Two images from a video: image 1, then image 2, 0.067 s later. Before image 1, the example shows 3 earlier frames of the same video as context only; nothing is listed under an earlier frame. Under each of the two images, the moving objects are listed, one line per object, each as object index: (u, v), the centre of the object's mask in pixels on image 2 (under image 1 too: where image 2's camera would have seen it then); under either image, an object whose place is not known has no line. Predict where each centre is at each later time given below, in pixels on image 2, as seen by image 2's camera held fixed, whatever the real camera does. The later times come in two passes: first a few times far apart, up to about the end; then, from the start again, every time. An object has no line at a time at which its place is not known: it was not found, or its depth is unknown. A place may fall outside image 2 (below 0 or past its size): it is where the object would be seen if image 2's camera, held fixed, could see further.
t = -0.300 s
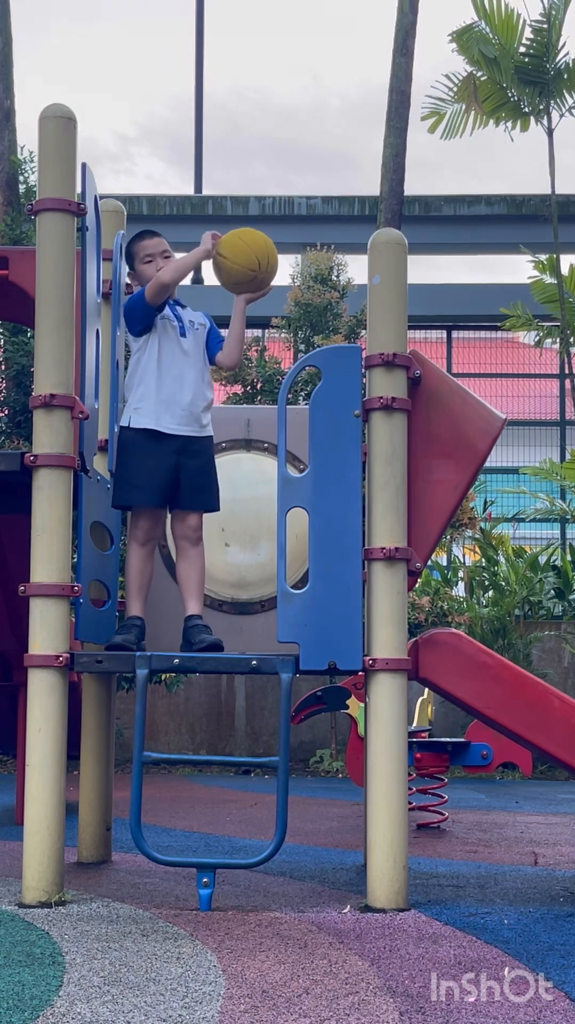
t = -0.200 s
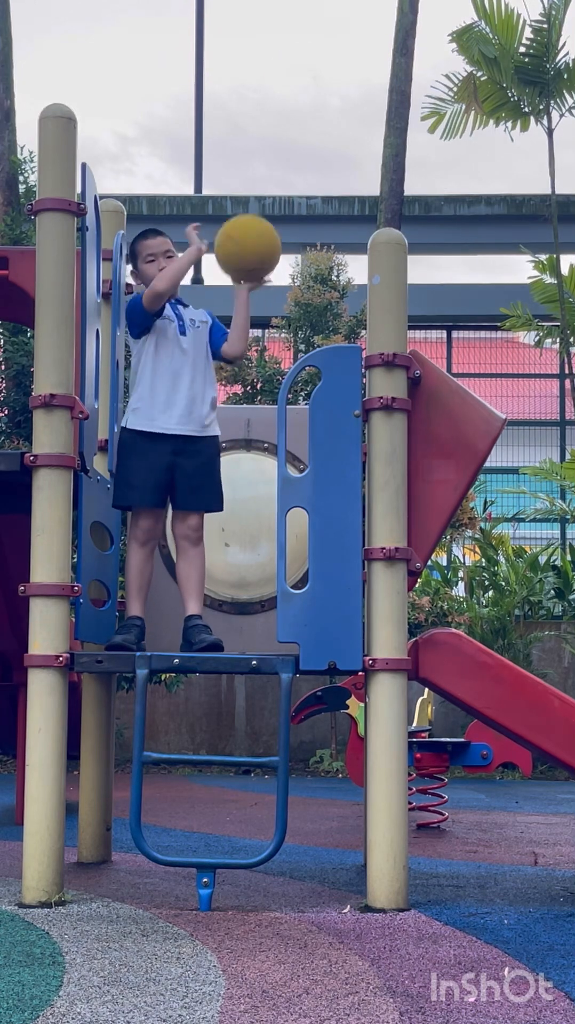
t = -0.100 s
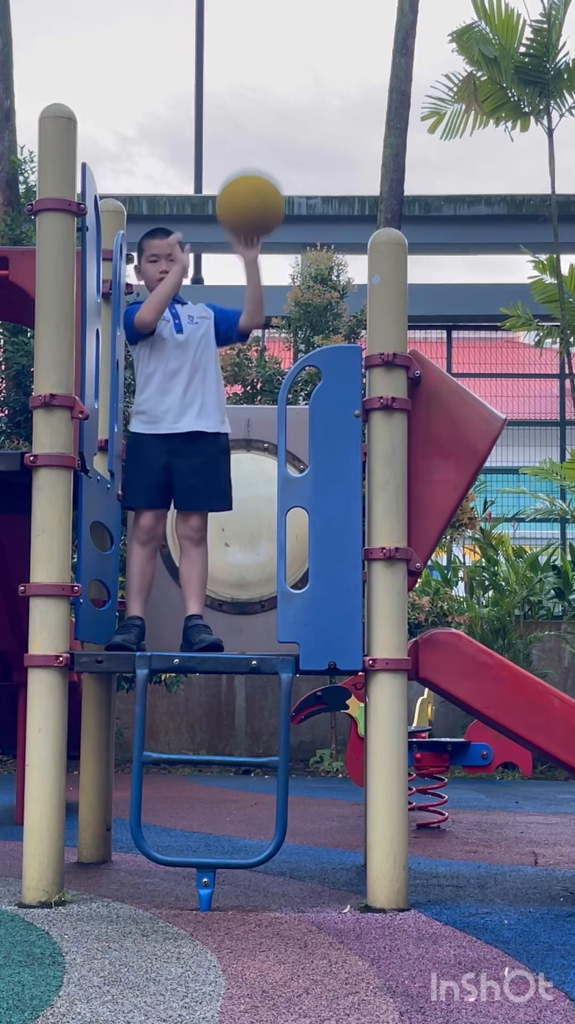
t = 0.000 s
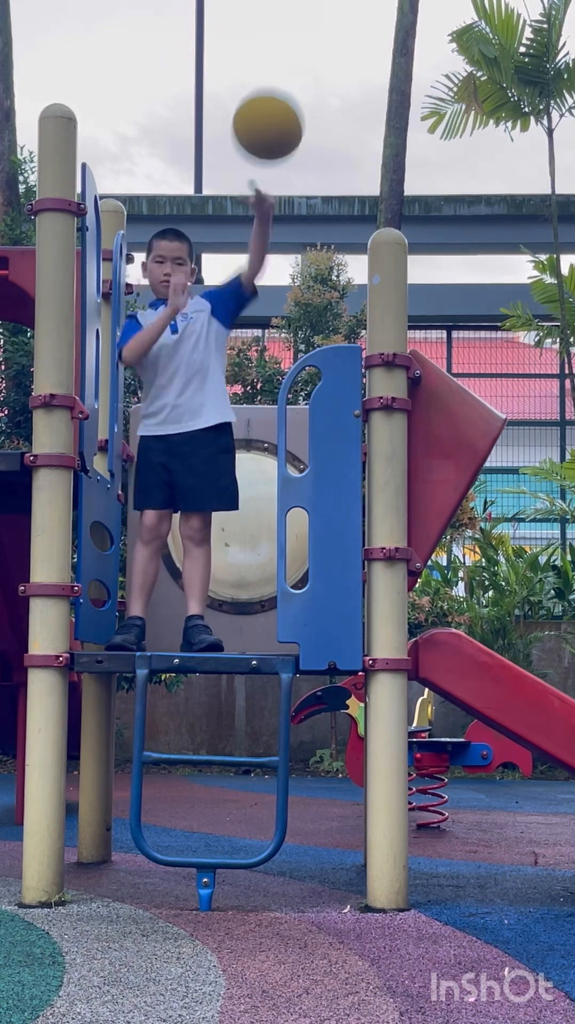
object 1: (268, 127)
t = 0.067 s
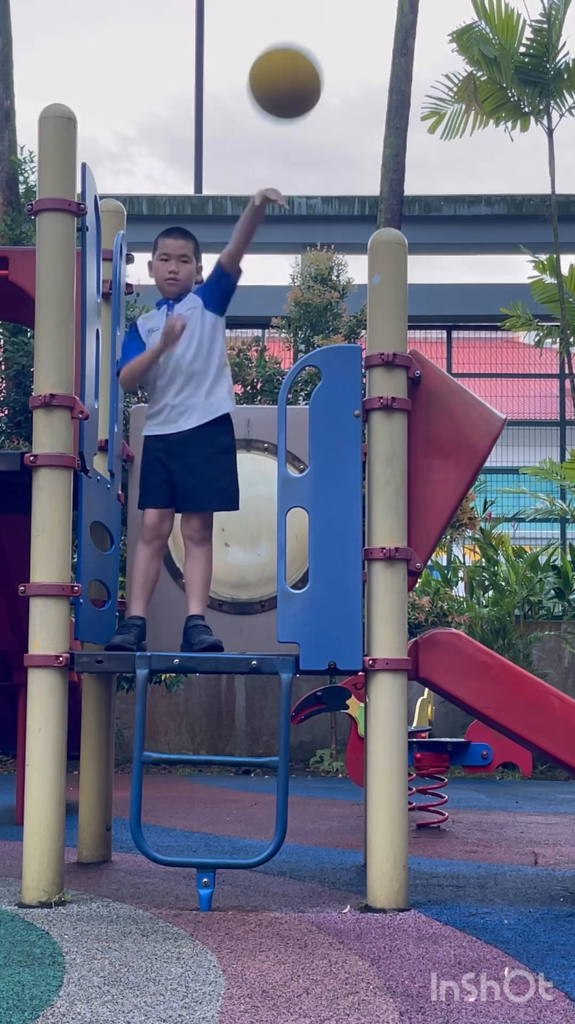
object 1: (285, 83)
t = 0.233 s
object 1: (337, 31)
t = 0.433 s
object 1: (421, 86)
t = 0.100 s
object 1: (294, 65)
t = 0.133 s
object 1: (304, 50)
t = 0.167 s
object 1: (314, 39)
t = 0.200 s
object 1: (326, 33)
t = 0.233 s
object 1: (337, 31)
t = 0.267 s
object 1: (349, 31)
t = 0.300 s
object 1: (363, 32)
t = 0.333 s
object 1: (376, 37)
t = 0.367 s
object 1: (390, 46)
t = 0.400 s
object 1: (405, 62)
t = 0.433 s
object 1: (421, 86)
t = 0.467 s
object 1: (437, 116)
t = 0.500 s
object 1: (456, 153)
